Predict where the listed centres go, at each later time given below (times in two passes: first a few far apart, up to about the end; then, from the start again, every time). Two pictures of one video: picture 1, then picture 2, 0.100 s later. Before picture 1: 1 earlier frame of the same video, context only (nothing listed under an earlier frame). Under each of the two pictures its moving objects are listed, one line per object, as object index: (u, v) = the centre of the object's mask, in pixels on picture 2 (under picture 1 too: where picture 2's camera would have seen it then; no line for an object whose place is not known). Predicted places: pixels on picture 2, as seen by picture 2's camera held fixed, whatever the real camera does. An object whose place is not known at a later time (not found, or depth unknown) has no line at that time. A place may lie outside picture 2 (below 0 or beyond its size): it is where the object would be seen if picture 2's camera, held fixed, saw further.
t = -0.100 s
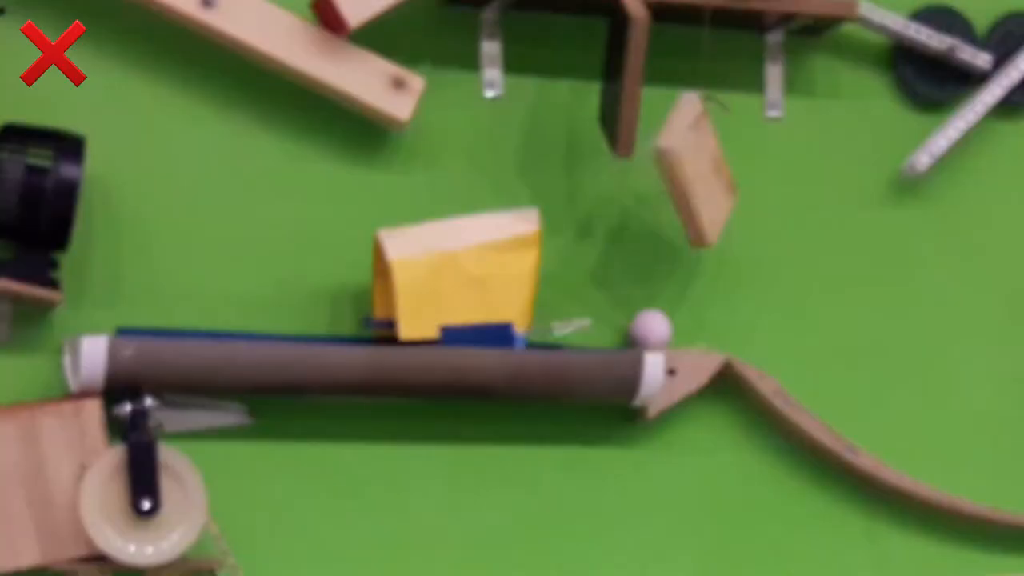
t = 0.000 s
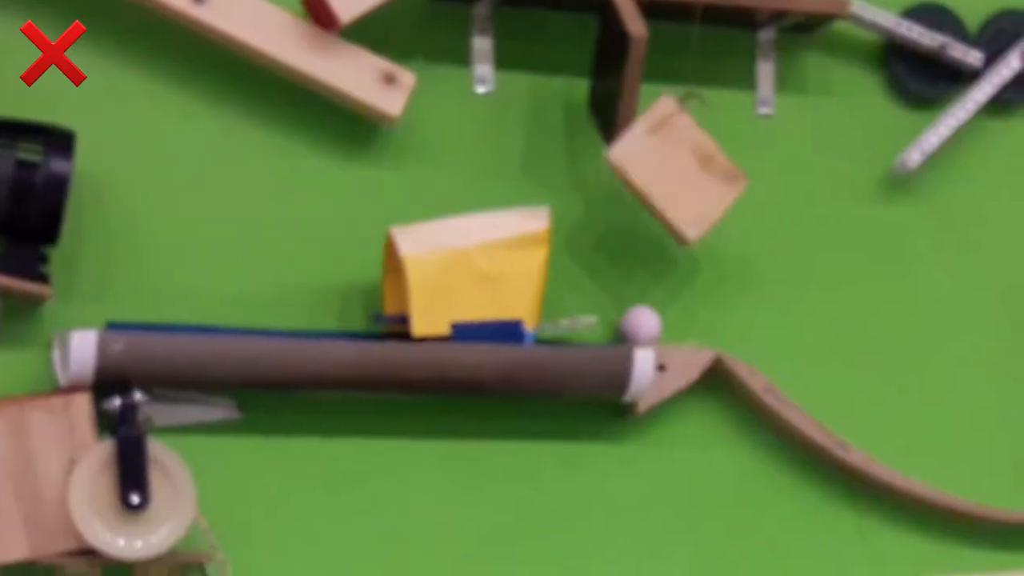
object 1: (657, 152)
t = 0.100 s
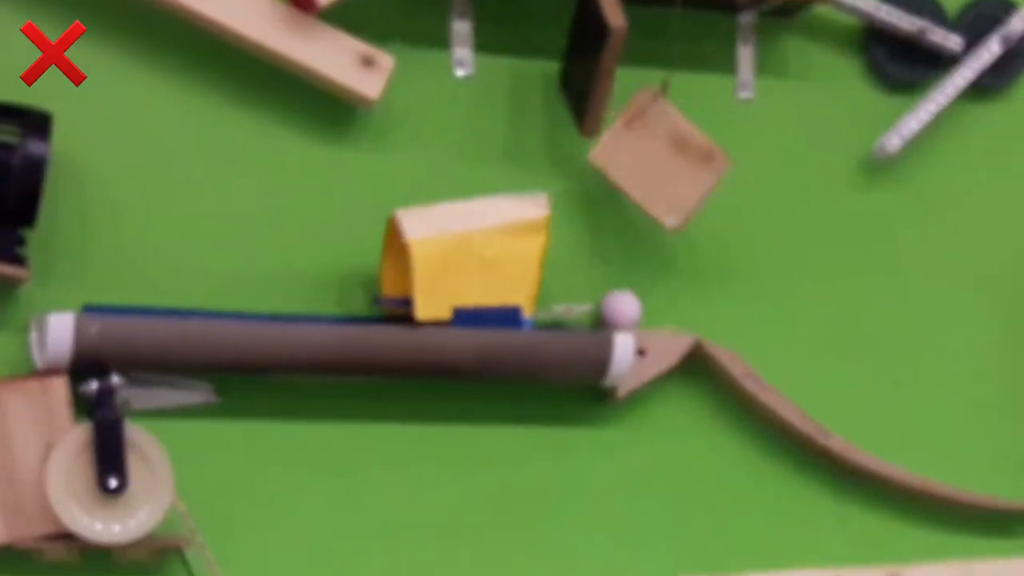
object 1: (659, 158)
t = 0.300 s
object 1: (691, 160)
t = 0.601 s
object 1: (685, 154)
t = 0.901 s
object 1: (655, 157)
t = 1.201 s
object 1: (697, 156)
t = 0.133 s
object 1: (664, 159)
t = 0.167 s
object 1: (670, 161)
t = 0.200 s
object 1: (675, 160)
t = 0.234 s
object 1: (681, 159)
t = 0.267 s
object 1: (685, 160)
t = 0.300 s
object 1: (691, 160)
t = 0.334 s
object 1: (696, 161)
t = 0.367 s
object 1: (700, 161)
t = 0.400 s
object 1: (703, 159)
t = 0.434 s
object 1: (703, 159)
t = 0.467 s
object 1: (702, 158)
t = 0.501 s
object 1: (699, 158)
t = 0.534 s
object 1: (696, 157)
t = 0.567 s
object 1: (691, 155)
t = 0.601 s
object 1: (685, 154)
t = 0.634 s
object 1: (680, 154)
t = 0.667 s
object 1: (672, 153)
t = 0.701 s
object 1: (665, 150)
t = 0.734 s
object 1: (658, 151)
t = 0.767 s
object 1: (653, 153)
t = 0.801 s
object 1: (651, 153)
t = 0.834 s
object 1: (652, 155)
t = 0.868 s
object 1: (653, 156)
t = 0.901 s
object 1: (655, 157)
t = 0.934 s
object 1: (657, 159)
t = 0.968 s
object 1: (662, 160)
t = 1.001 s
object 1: (669, 160)
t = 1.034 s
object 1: (675, 161)
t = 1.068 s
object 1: (681, 161)
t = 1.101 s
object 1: (687, 160)
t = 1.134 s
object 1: (693, 159)
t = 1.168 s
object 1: (697, 158)
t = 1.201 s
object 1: (697, 156)
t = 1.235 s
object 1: (700, 157)
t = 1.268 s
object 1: (700, 158)
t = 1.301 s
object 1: (699, 160)
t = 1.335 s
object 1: (695, 159)
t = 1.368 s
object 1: (690, 159)
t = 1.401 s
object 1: (684, 160)
